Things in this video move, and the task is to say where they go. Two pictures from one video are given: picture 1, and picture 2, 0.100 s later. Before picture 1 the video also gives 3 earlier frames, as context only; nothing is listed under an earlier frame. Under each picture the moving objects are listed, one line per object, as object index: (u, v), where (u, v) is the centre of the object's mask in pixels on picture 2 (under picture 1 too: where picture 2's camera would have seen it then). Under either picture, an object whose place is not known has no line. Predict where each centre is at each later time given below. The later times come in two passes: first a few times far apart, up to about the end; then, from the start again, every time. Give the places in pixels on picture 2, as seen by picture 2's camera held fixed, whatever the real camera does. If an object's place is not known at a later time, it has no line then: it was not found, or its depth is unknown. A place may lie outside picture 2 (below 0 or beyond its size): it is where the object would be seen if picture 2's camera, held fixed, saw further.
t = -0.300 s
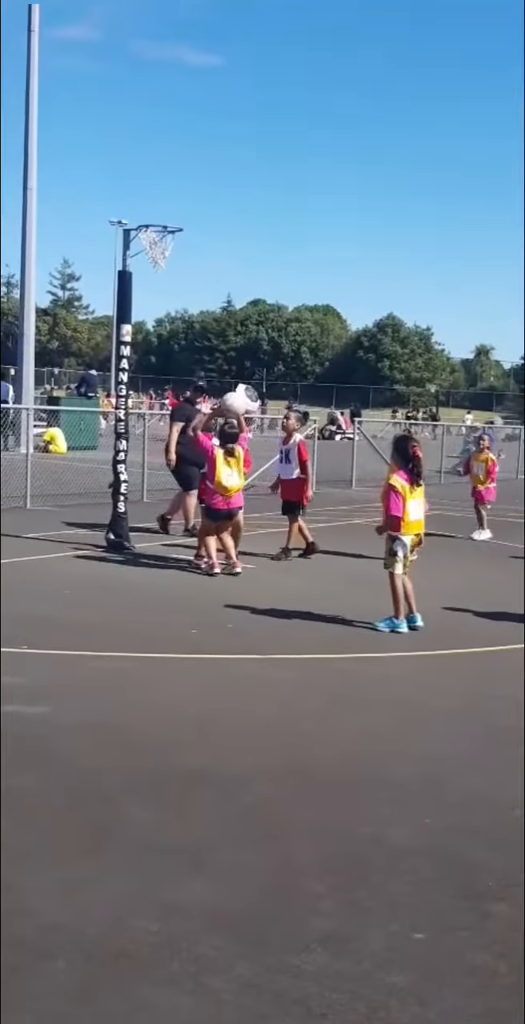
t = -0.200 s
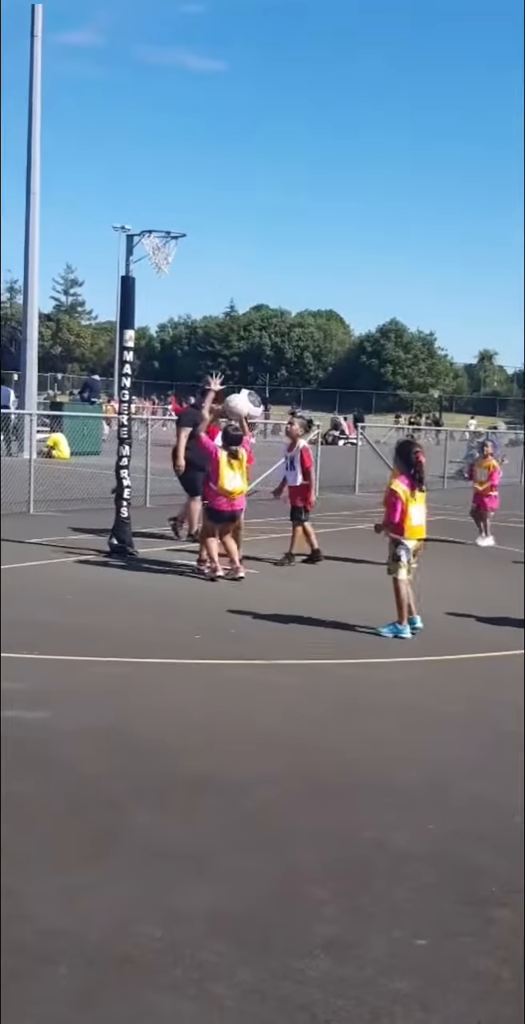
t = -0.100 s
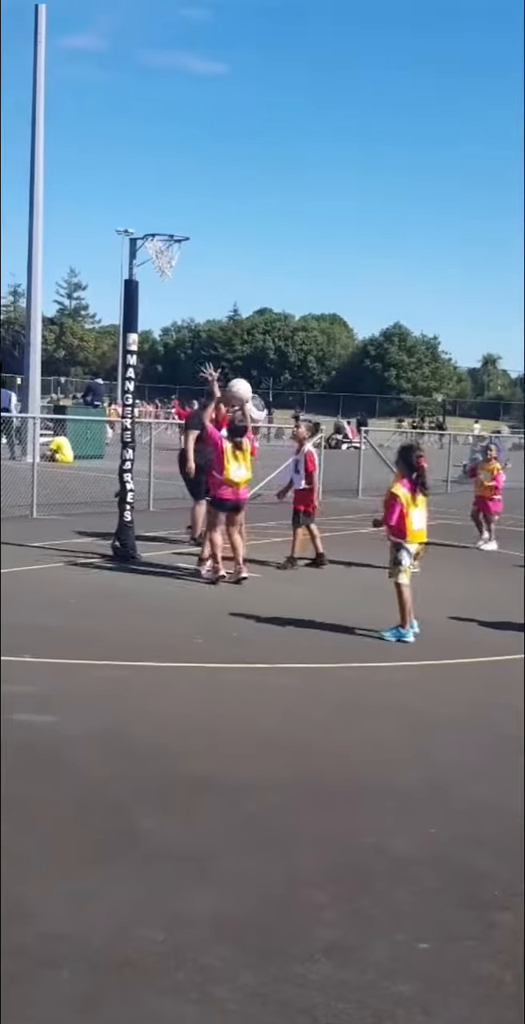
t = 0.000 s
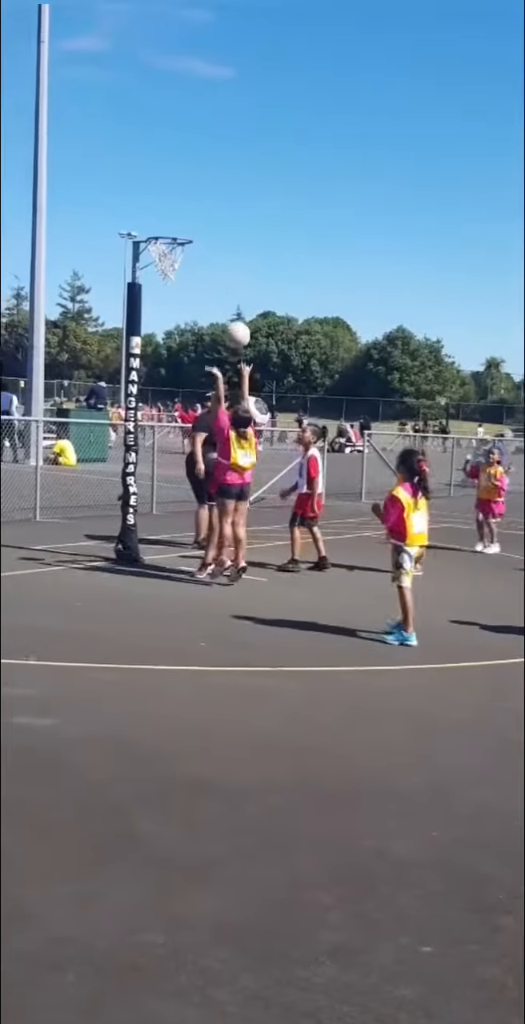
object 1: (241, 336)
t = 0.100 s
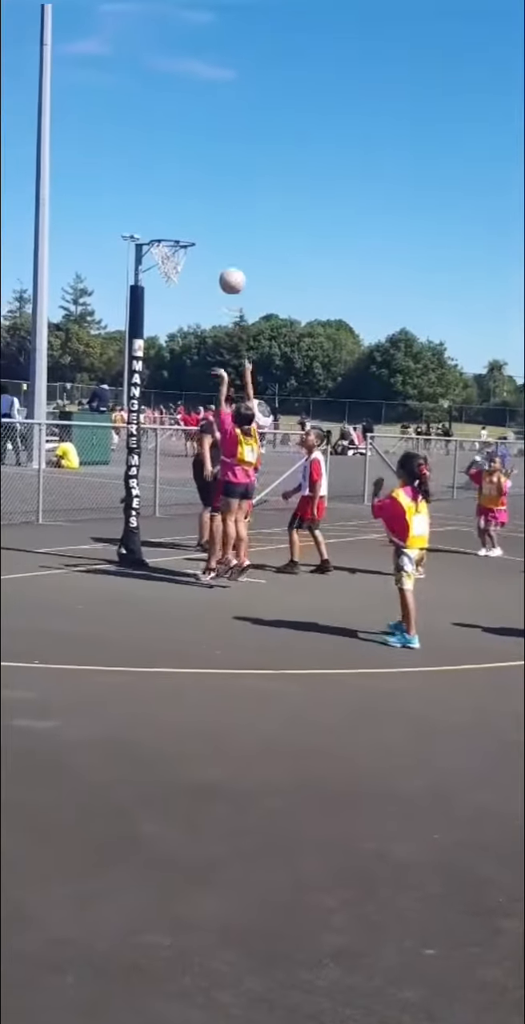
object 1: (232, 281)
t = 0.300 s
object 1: (216, 207)
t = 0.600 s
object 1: (191, 188)
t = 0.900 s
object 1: (170, 216)
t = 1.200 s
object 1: (155, 223)
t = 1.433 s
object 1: (142, 302)
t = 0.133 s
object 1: (229, 265)
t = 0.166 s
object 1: (226, 250)
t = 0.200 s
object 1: (224, 237)
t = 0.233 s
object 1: (222, 226)
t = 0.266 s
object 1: (219, 215)
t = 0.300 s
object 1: (216, 207)
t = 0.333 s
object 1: (214, 199)
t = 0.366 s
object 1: (211, 193)
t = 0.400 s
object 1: (208, 188)
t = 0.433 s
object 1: (206, 185)
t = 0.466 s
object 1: (203, 183)
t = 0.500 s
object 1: (200, 182)
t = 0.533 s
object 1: (196, 182)
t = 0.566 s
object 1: (194, 184)
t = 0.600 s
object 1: (191, 188)
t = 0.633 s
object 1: (189, 192)
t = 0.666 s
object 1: (185, 197)
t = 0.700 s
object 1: (182, 204)
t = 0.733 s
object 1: (180, 212)
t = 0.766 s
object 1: (177, 221)
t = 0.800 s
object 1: (175, 229)
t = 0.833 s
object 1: (173, 227)
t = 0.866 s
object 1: (172, 222)
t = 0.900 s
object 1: (170, 216)
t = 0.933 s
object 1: (168, 212)
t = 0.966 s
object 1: (167, 210)
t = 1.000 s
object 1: (165, 207)
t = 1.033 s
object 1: (163, 207)
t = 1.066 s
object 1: (162, 208)
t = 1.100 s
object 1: (160, 210)
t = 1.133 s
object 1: (158, 213)
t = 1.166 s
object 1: (156, 218)
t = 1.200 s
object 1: (155, 223)
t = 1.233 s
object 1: (153, 230)
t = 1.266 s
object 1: (151, 239)
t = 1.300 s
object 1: (149, 249)
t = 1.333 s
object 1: (148, 259)
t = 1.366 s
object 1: (147, 272)
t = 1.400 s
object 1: (144, 286)
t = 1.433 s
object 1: (142, 302)
